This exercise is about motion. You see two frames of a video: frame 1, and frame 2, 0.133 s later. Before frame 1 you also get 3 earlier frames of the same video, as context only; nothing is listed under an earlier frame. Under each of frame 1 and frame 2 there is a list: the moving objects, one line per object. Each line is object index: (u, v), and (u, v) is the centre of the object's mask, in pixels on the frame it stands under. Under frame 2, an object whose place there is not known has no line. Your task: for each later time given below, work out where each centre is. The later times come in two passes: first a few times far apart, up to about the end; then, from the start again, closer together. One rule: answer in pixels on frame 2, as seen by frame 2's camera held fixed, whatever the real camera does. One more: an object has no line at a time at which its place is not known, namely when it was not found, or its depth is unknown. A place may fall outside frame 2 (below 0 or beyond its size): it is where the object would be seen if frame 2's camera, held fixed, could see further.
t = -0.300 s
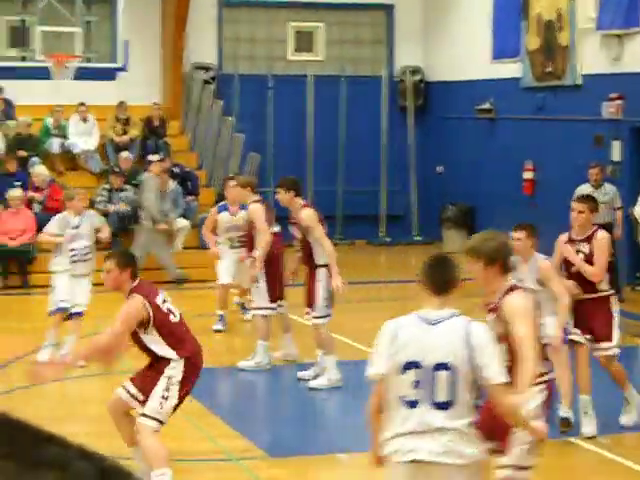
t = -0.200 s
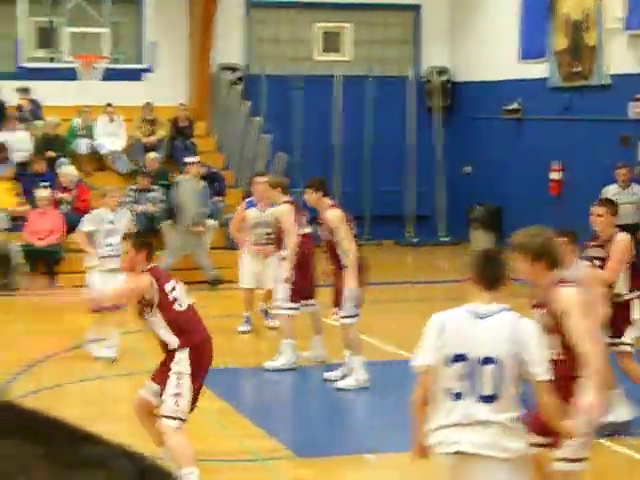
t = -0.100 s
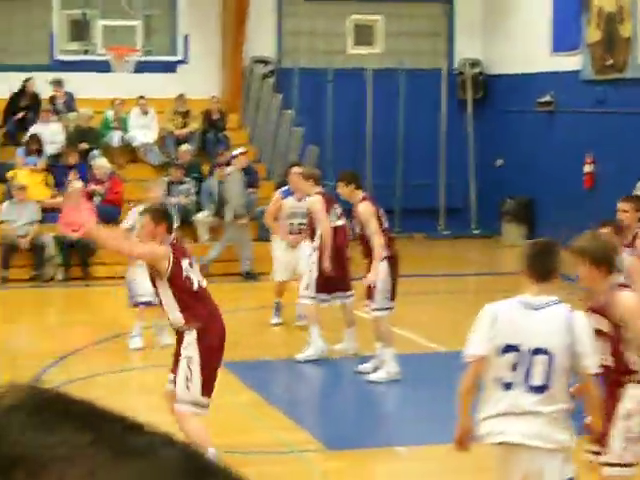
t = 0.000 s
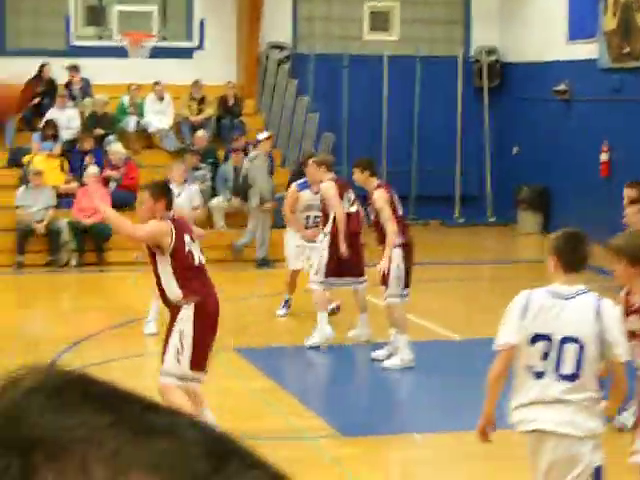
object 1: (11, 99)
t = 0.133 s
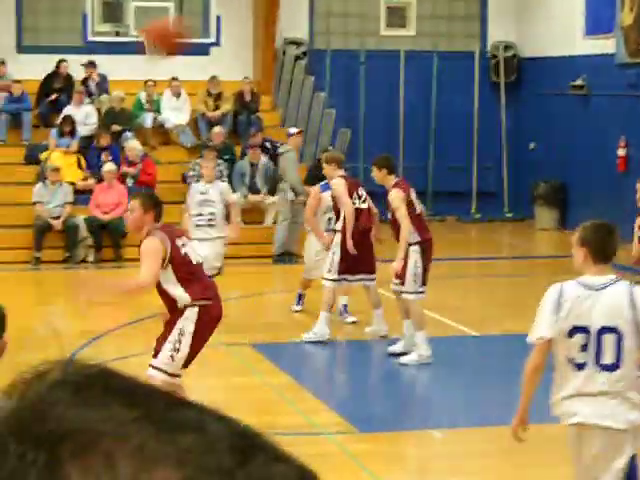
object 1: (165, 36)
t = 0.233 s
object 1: (266, 16)
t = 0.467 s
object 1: (472, 30)
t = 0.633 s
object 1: (605, 90)
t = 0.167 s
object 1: (197, 26)
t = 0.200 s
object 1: (234, 19)
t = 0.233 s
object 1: (266, 16)
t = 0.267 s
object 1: (298, 12)
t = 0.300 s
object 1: (330, 11)
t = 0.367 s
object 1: (388, 13)
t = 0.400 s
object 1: (422, 17)
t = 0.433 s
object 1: (447, 23)
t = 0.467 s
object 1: (472, 30)
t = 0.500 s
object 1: (502, 40)
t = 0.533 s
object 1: (531, 52)
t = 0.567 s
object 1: (557, 63)
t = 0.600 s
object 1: (581, 76)
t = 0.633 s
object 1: (605, 90)
